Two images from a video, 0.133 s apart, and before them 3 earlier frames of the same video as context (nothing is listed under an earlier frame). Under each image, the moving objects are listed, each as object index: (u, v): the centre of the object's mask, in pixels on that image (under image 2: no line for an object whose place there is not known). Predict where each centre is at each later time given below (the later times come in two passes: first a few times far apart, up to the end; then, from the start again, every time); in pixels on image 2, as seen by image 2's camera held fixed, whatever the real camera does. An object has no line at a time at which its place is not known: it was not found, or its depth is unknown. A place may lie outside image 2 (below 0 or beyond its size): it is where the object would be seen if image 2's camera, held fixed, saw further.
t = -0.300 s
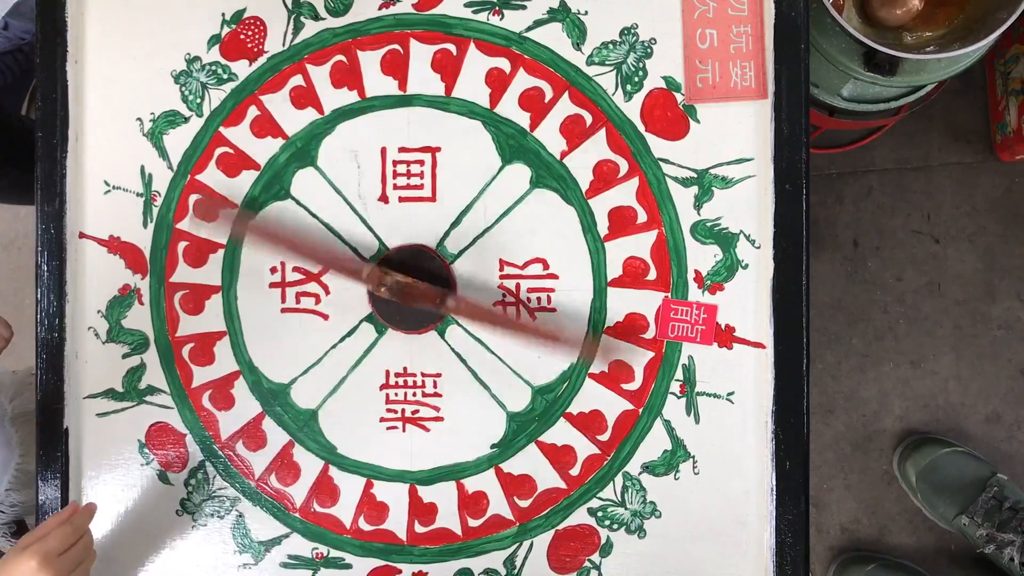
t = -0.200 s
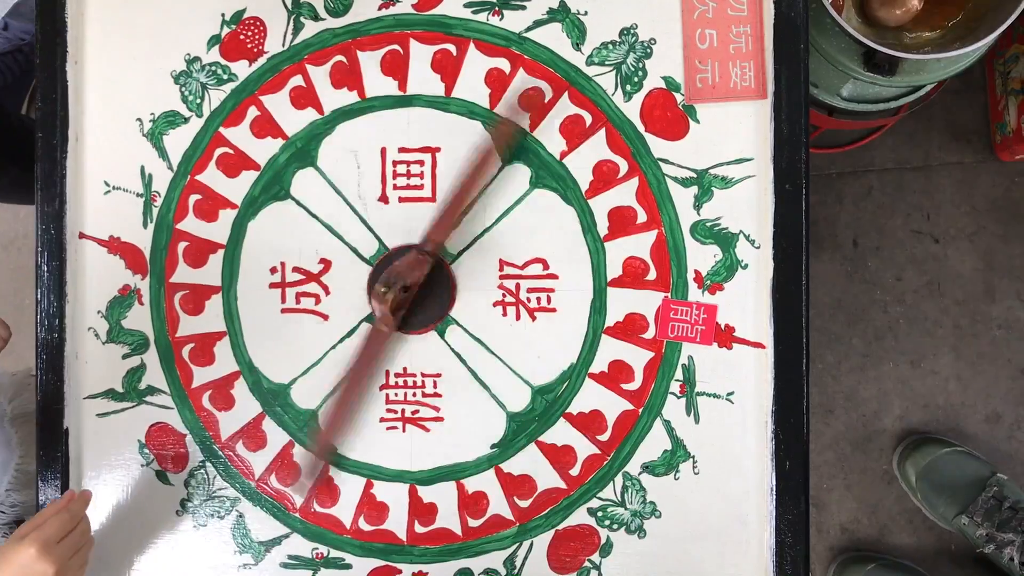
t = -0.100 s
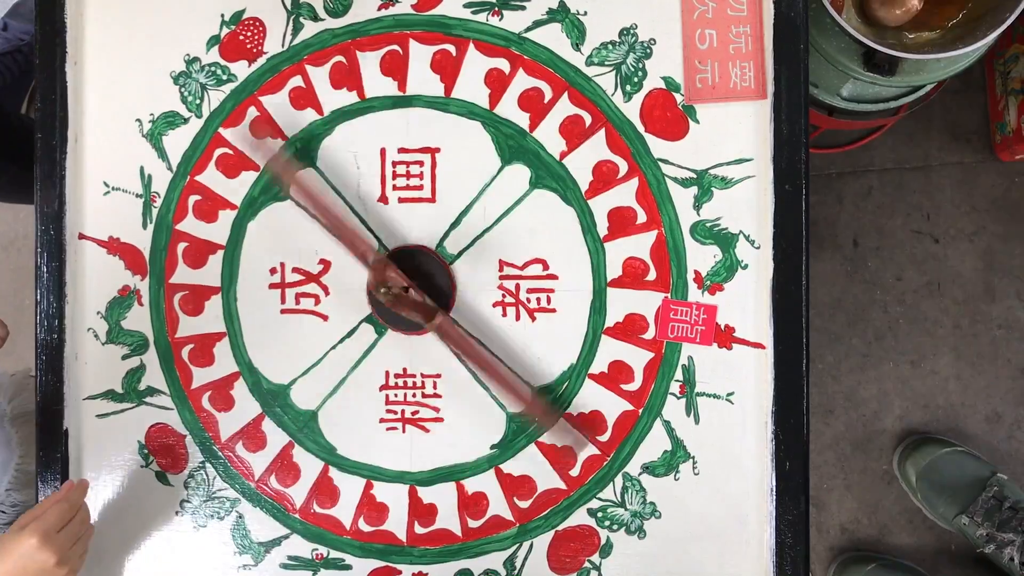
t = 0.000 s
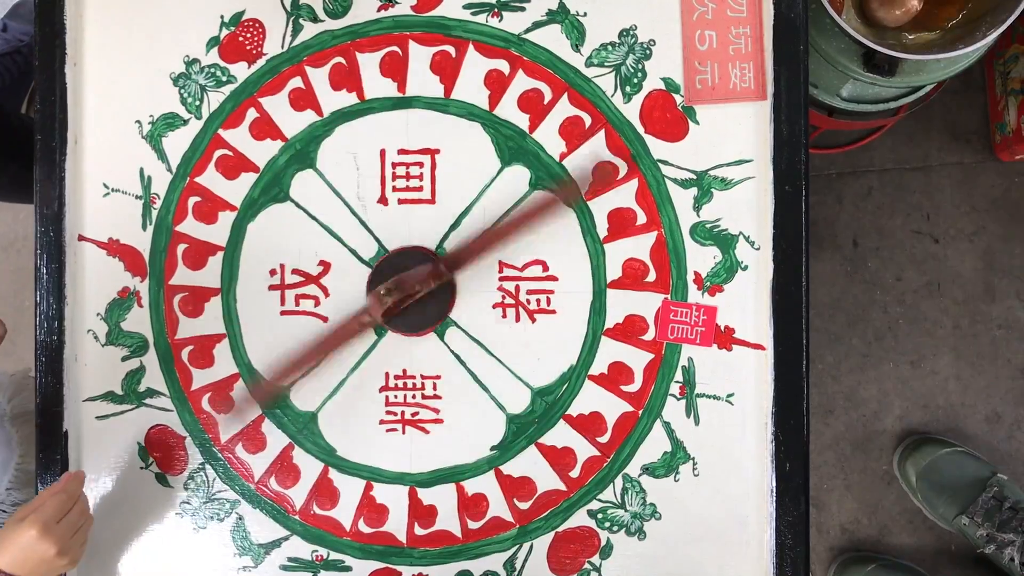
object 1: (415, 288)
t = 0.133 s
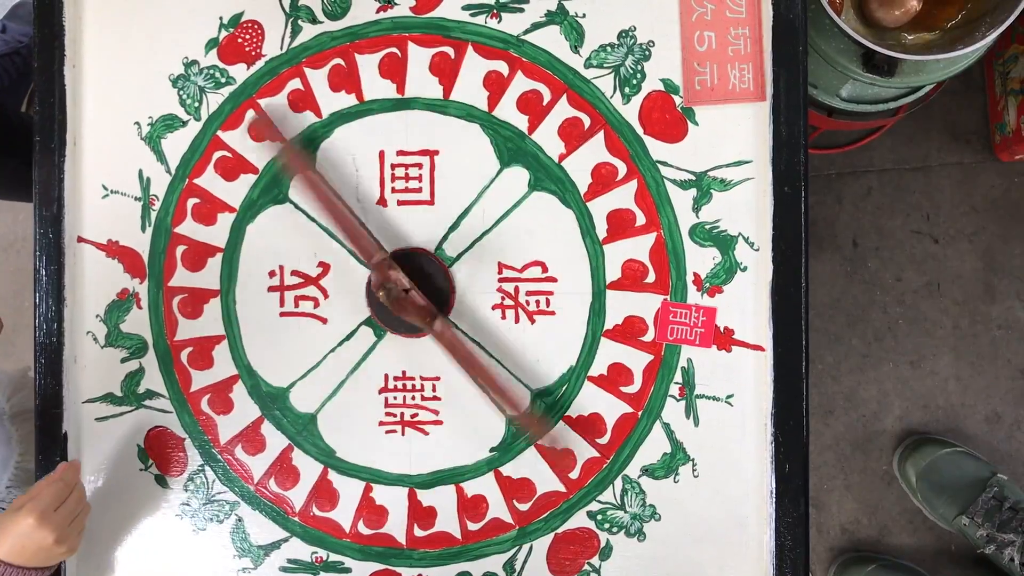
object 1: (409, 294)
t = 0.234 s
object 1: (405, 292)
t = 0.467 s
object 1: (425, 287)
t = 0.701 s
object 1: (403, 289)
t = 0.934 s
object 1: (418, 297)
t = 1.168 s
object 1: (394, 276)
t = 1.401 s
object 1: (403, 287)
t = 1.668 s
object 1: (407, 285)
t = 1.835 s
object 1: (406, 291)
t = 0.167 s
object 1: (395, 285)
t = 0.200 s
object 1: (409, 290)
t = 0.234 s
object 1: (405, 292)
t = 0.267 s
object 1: (400, 300)
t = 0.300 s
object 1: (407, 287)
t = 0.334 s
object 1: (403, 284)
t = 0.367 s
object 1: (401, 288)
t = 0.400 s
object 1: (412, 297)
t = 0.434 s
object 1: (404, 292)
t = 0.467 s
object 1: (425, 287)
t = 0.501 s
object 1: (418, 285)
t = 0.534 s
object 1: (413, 285)
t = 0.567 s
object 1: (407, 277)
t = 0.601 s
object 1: (403, 282)
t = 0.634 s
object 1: (402, 285)
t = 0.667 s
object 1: (390, 283)
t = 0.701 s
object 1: (403, 289)
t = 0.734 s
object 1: (409, 289)
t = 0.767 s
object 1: (398, 300)
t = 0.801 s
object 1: (398, 309)
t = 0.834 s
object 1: (404, 302)
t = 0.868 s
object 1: (403, 290)
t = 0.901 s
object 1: (410, 298)
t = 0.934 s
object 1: (418, 297)
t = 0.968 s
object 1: (423, 293)
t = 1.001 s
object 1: (426, 286)
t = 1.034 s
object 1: (416, 286)
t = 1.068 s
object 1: (417, 274)
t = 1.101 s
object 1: (407, 273)
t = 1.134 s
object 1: (401, 276)
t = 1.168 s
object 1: (394, 276)
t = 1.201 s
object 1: (387, 281)
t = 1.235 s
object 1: (391, 287)
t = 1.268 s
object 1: (408, 290)
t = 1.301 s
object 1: (404, 293)
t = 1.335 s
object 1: (401, 301)
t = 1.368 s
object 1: (403, 297)
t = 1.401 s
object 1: (403, 287)
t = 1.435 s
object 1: (405, 294)
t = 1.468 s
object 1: (407, 295)
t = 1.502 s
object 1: (416, 296)
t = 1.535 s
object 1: (403, 293)
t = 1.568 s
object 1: (416, 289)
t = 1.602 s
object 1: (409, 292)
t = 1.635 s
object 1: (410, 289)
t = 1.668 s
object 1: (407, 285)
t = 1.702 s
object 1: (405, 285)
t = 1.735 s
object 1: (400, 279)
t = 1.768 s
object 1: (395, 281)
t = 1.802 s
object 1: (385, 282)
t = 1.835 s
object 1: (406, 291)
